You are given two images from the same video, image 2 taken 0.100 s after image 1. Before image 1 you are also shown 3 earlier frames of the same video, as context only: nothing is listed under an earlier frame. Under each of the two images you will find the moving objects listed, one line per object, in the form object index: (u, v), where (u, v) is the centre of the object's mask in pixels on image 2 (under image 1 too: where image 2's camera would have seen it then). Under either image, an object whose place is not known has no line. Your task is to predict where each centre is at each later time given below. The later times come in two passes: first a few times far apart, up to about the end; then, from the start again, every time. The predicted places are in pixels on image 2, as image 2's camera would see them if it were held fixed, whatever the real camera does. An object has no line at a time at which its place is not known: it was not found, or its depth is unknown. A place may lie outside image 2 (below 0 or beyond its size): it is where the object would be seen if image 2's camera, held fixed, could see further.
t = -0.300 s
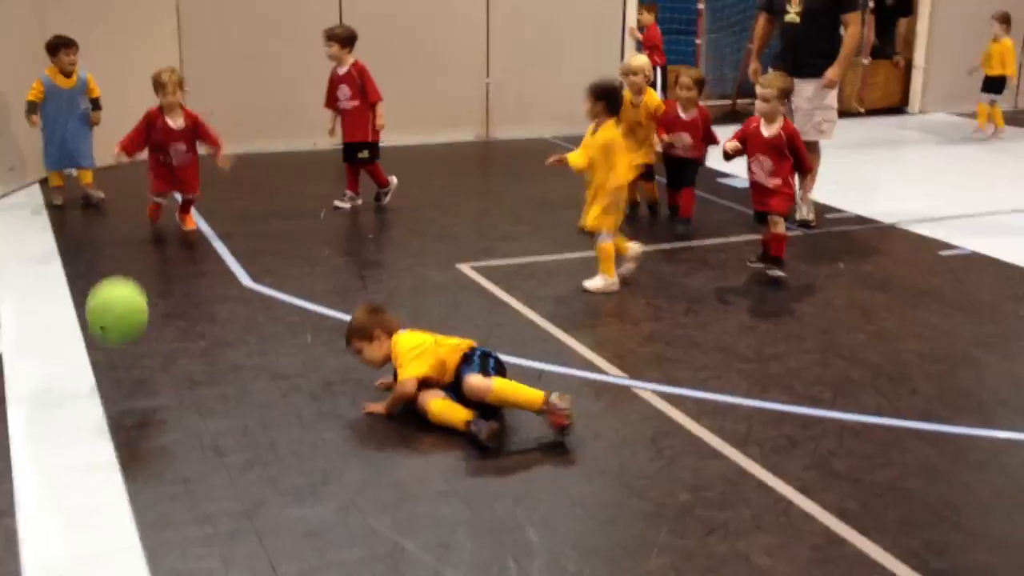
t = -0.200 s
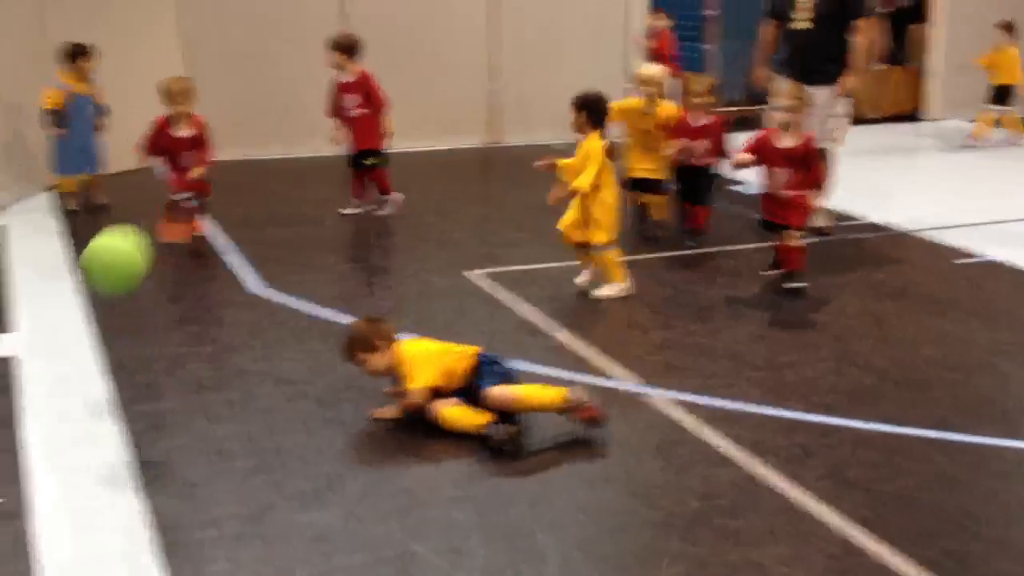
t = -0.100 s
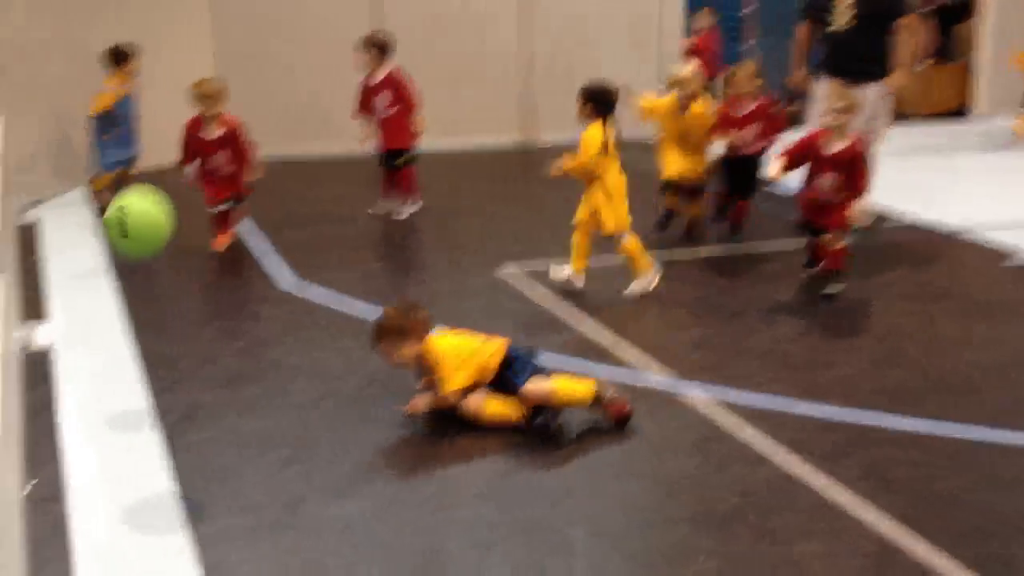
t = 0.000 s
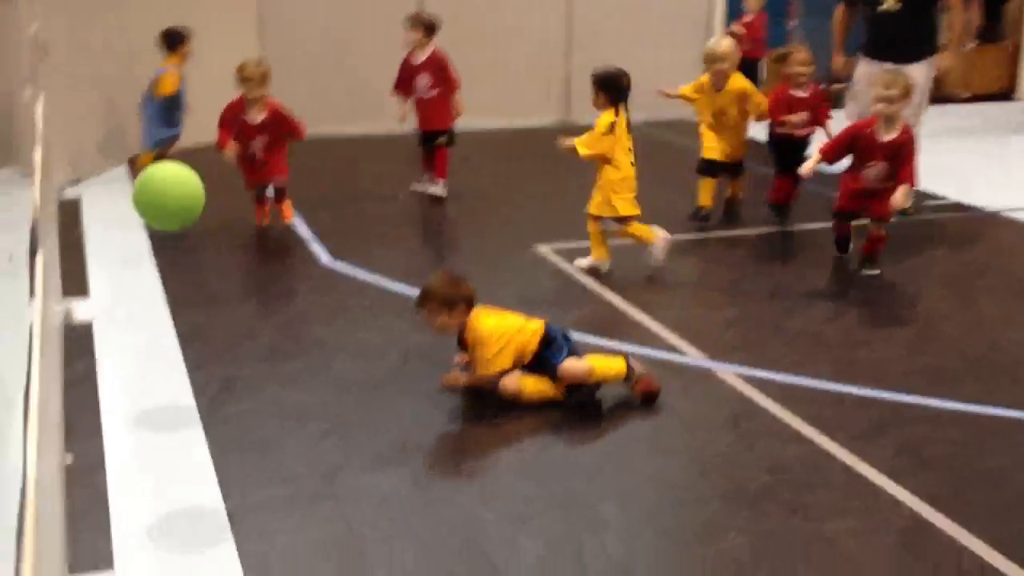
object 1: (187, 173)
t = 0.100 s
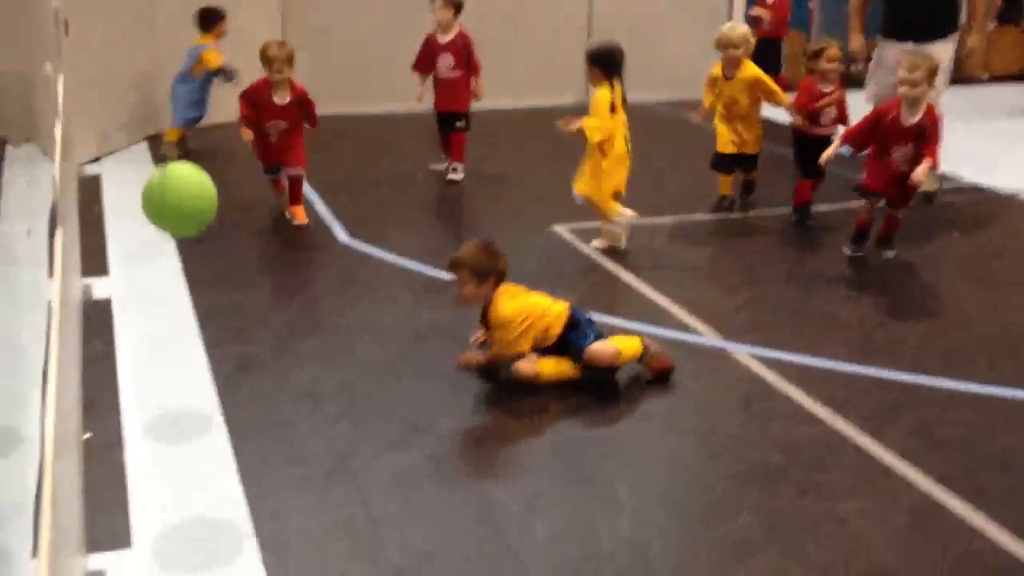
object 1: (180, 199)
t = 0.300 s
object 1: (171, 366)
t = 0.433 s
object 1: (155, 496)
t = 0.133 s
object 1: (179, 215)
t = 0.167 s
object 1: (178, 237)
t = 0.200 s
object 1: (177, 260)
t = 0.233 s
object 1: (175, 289)
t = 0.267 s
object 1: (173, 324)
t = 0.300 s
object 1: (171, 366)
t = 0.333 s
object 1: (170, 413)
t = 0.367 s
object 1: (167, 466)
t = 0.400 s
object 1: (163, 517)
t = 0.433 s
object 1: (155, 496)
